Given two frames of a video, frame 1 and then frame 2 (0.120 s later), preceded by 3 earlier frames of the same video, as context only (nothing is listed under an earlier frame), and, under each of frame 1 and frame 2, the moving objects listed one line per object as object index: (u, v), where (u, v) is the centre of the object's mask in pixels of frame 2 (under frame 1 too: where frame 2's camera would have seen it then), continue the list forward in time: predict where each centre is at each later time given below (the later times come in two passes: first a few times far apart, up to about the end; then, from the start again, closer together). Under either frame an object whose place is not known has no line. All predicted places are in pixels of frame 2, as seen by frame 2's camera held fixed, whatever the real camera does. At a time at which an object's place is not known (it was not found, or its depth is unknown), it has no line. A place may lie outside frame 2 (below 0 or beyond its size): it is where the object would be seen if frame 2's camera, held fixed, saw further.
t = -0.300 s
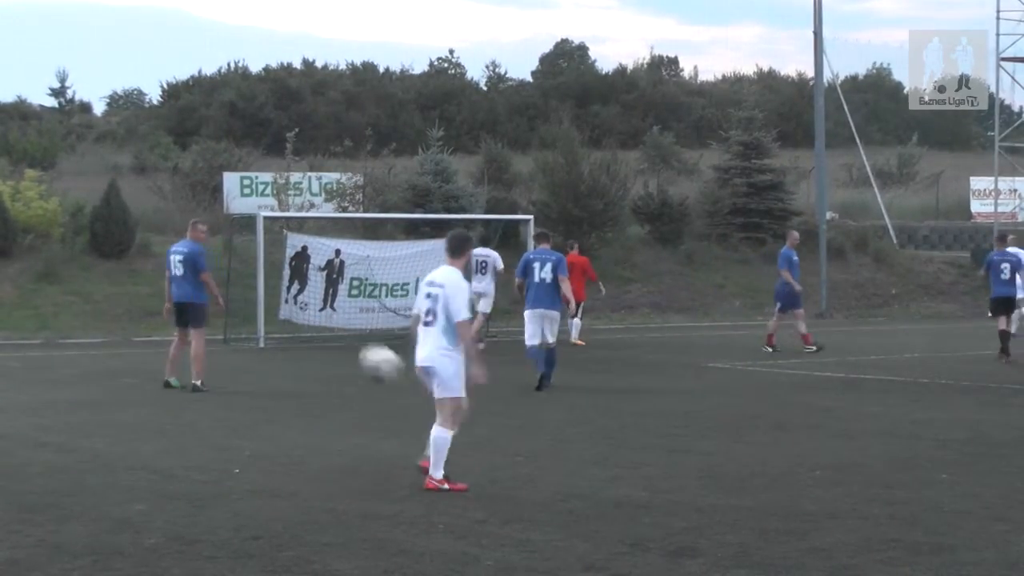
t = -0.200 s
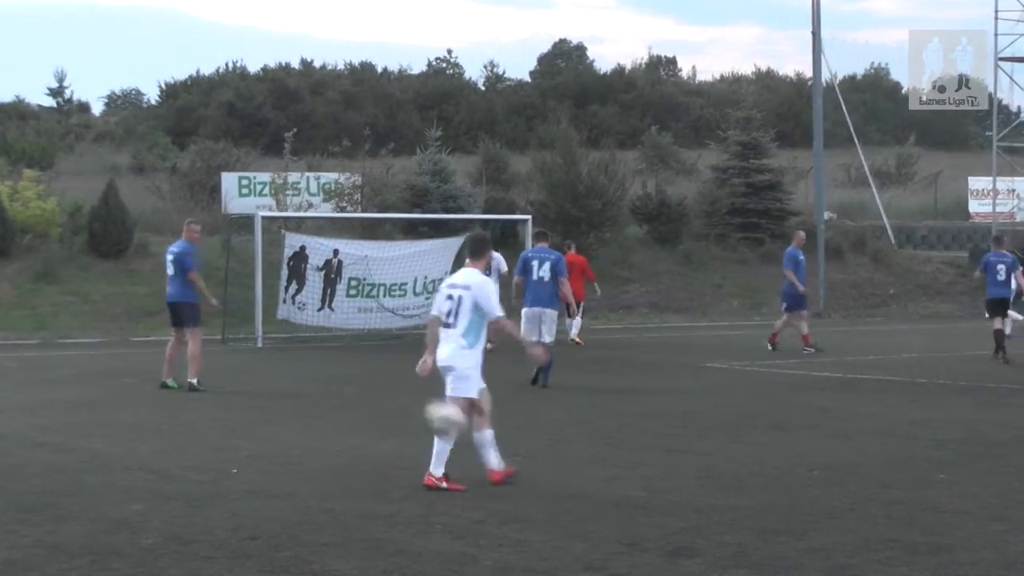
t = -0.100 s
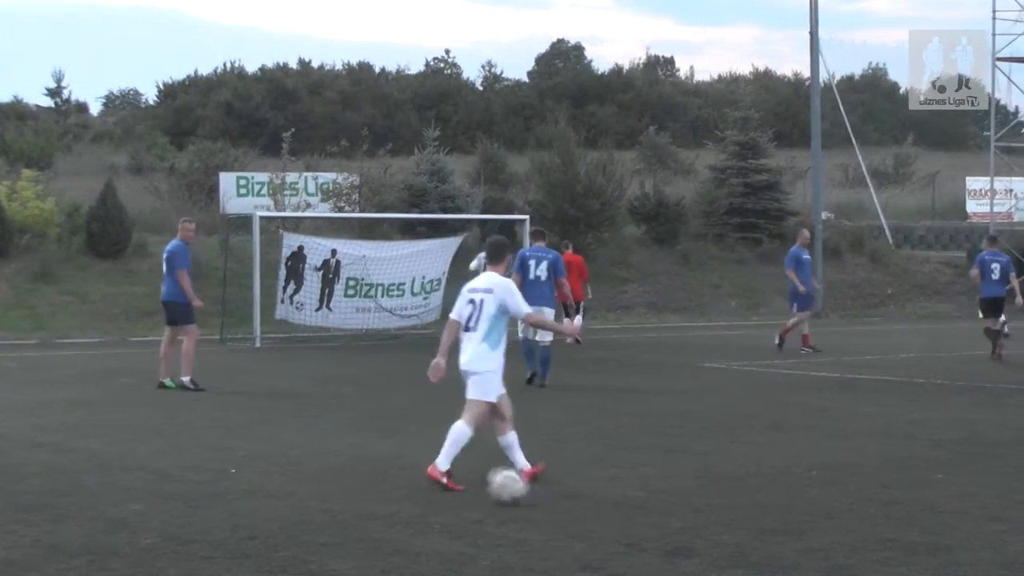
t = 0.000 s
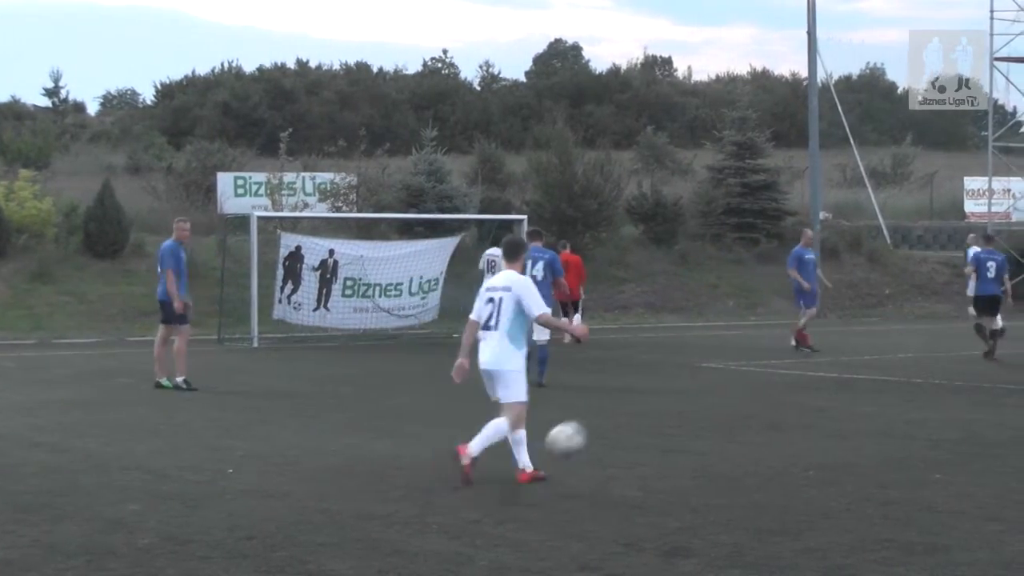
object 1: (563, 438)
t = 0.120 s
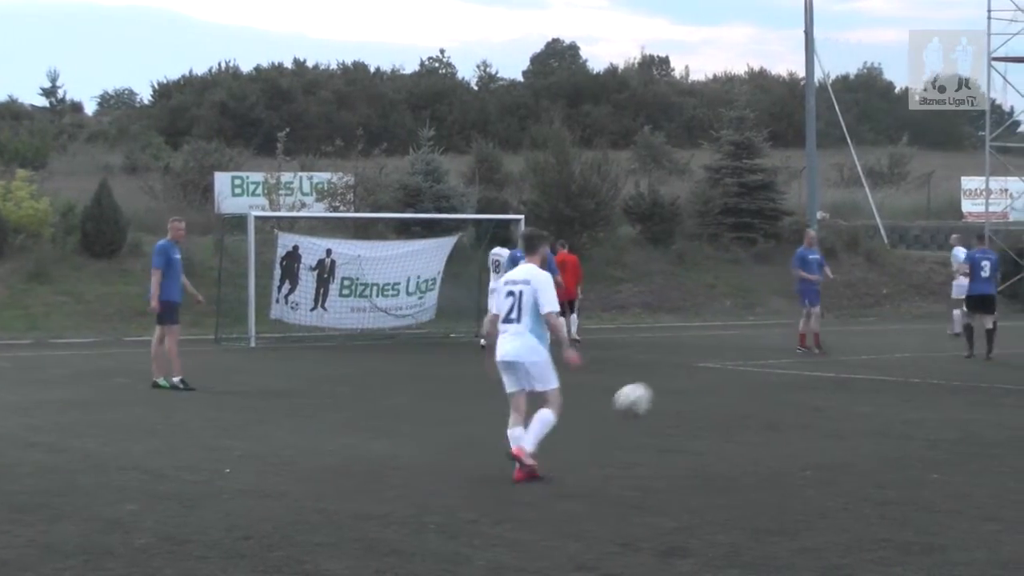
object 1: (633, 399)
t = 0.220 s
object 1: (691, 385)
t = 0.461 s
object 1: (820, 412)
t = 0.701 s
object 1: (937, 432)
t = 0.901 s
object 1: (1021, 412)
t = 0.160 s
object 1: (658, 390)
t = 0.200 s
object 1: (680, 387)
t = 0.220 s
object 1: (691, 385)
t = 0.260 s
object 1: (713, 383)
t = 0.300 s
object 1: (734, 384)
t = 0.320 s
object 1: (745, 385)
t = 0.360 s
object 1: (767, 391)
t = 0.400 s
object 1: (789, 399)
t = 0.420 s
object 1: (800, 403)
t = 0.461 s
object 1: (820, 412)
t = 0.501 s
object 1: (840, 425)
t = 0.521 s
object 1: (851, 432)
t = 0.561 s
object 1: (870, 448)
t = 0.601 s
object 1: (892, 464)
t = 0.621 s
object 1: (900, 460)
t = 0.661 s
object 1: (919, 442)
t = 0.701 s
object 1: (937, 432)
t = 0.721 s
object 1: (945, 427)
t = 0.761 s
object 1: (963, 420)
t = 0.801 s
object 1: (981, 414)
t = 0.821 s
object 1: (988, 413)
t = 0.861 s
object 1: (1006, 411)
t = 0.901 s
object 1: (1021, 412)
